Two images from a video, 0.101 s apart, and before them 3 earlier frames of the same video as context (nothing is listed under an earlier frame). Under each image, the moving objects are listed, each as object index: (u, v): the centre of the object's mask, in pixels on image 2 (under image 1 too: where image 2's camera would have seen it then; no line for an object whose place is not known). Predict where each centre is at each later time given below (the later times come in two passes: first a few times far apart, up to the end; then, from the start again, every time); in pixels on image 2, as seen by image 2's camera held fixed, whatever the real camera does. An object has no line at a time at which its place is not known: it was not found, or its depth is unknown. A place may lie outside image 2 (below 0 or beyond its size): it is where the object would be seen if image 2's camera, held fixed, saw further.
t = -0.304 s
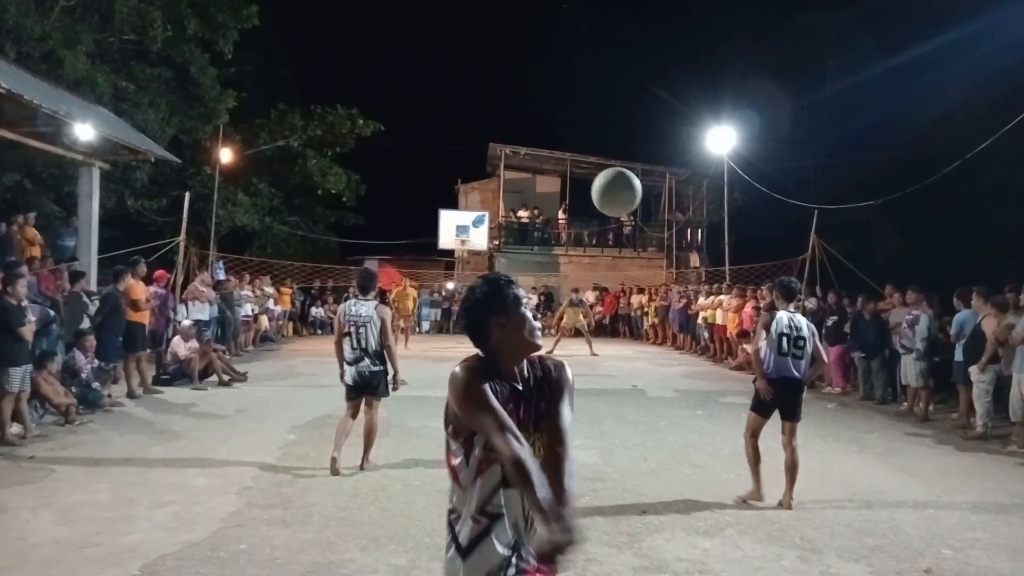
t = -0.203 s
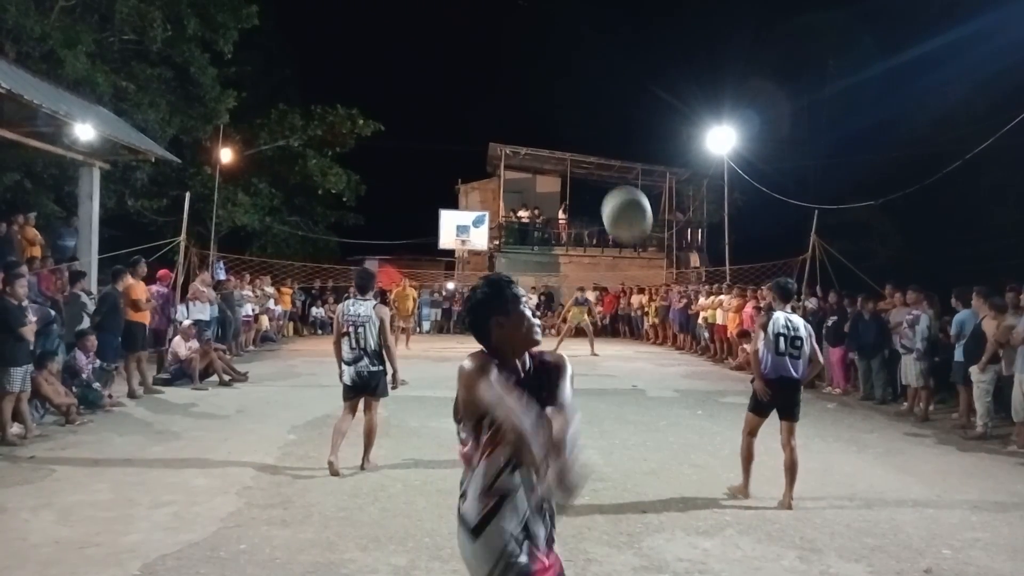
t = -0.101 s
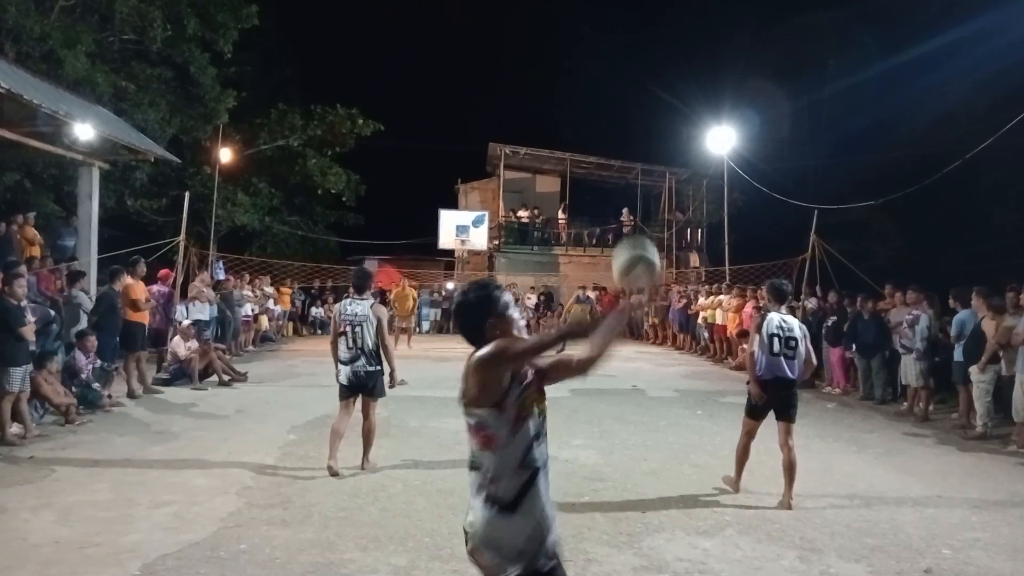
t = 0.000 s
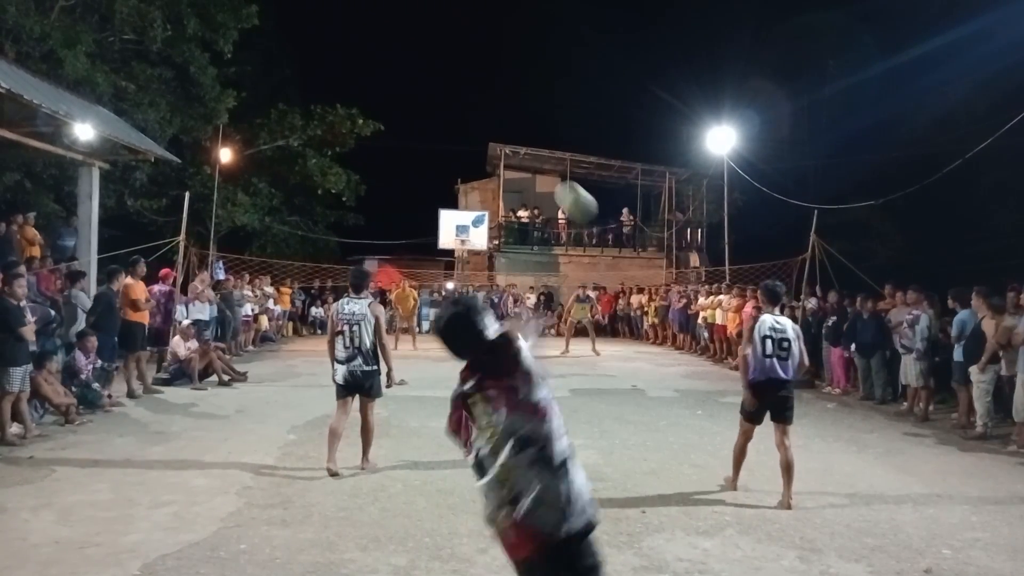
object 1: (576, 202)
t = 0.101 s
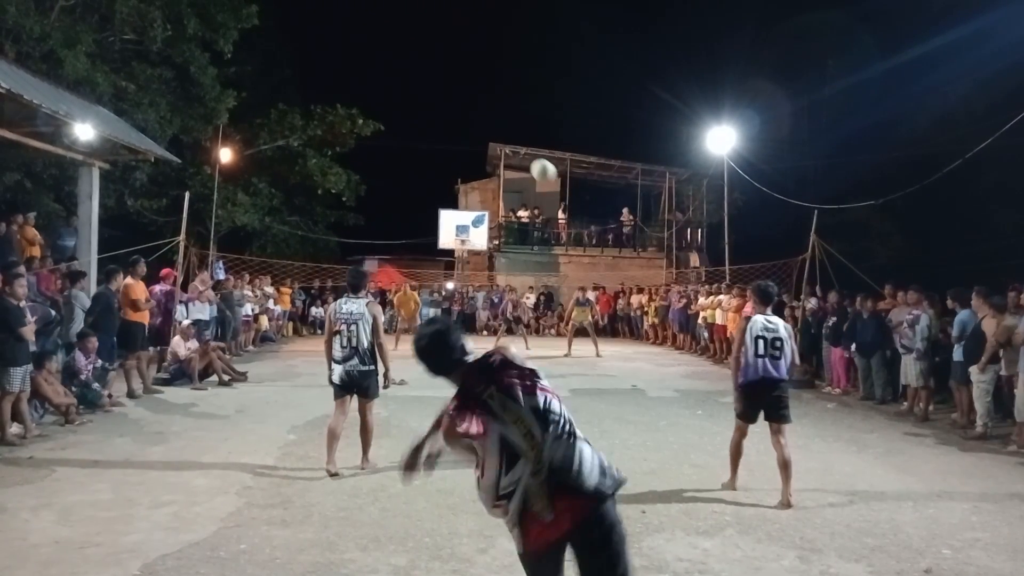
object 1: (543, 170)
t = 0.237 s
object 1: (526, 161)
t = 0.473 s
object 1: (522, 180)
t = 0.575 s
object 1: (523, 194)
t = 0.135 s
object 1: (537, 166)
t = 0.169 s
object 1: (532, 164)
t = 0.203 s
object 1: (528, 162)
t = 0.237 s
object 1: (526, 161)
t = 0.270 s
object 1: (524, 162)
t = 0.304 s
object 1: (523, 163)
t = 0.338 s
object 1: (522, 165)
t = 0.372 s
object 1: (522, 168)
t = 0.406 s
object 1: (522, 172)
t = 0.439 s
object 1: (522, 176)
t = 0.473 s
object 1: (522, 180)
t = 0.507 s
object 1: (522, 185)
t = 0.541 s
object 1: (523, 189)
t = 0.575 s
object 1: (523, 194)
